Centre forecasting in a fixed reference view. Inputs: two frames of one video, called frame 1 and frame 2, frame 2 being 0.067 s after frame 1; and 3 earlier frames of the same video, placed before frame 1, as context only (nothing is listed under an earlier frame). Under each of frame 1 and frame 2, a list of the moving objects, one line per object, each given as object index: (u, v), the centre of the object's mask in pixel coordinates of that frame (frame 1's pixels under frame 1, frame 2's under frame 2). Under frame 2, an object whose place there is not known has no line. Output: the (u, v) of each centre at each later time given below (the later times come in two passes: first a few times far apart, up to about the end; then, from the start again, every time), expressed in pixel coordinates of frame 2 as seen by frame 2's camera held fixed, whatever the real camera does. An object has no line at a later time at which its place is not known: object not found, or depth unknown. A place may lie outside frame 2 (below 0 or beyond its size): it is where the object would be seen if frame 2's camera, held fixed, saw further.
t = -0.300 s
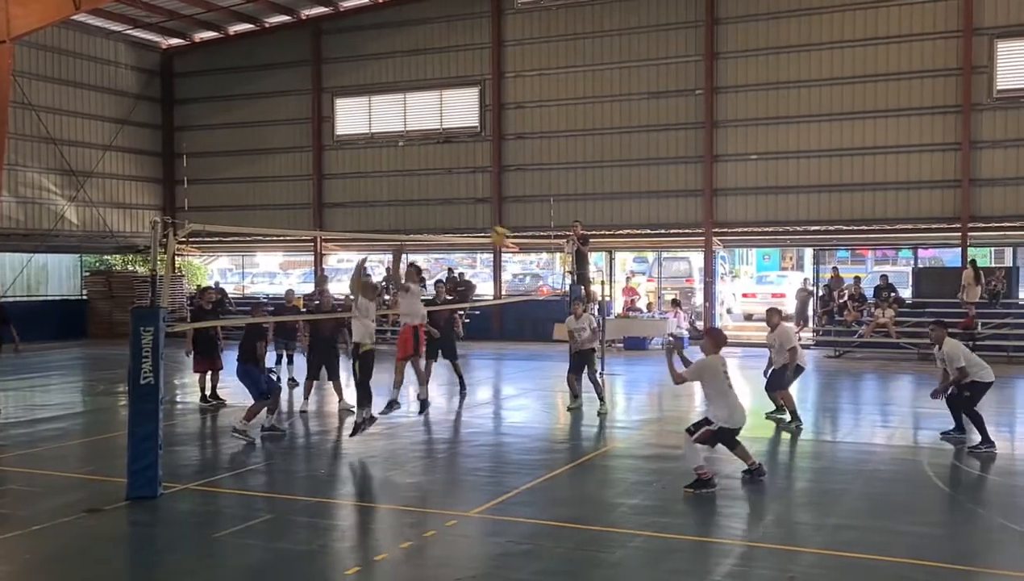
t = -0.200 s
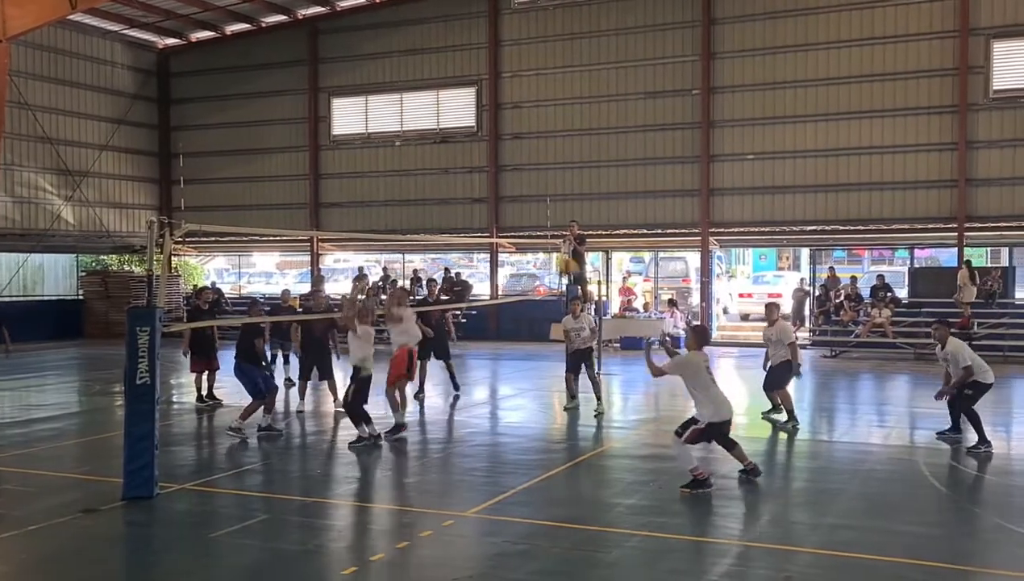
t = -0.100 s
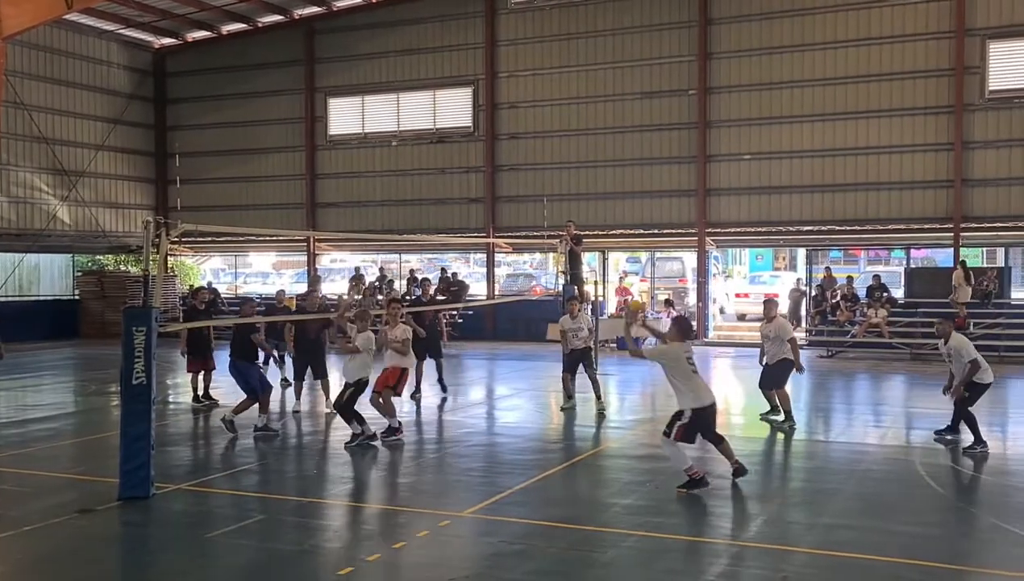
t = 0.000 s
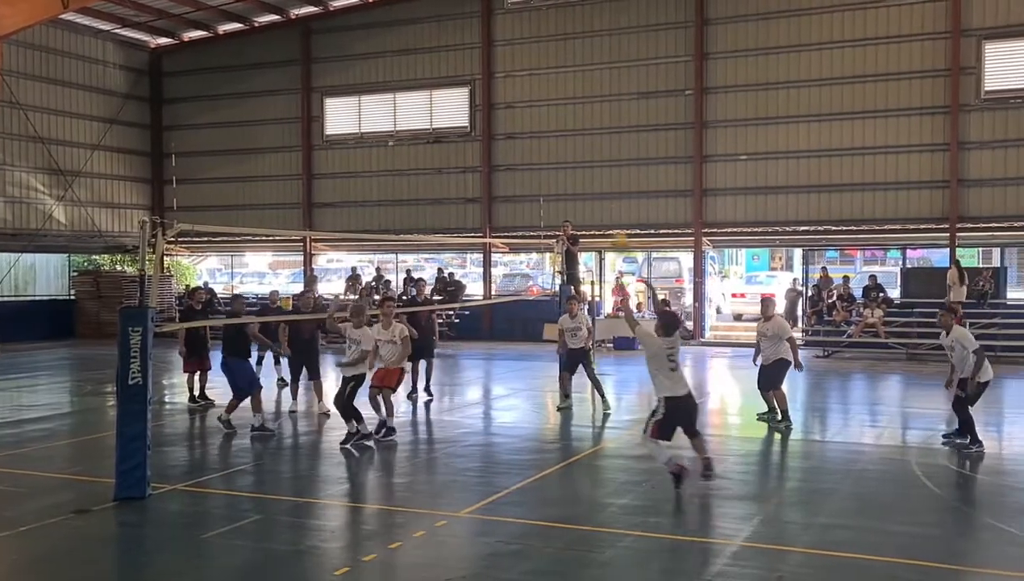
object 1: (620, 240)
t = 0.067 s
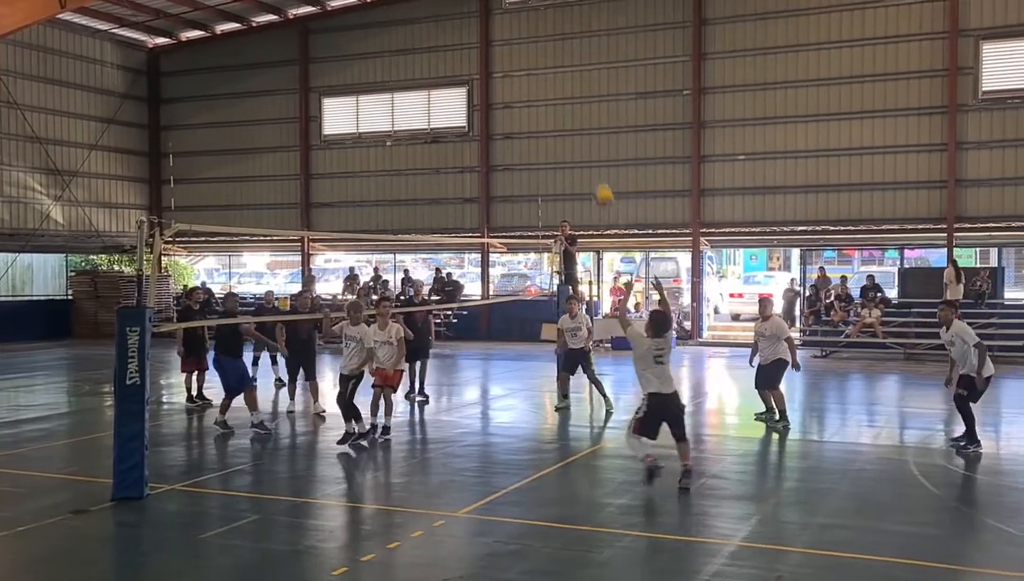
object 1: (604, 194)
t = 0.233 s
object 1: (569, 104)
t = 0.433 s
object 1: (531, 38)
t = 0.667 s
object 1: (489, 12)
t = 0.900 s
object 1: (450, 39)
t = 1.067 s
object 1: (425, 88)
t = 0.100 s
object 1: (596, 173)
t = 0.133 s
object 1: (589, 155)
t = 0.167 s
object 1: (583, 136)
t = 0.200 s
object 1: (576, 119)
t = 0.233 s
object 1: (569, 104)
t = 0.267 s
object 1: (564, 89)
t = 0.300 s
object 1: (557, 76)
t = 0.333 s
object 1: (551, 64)
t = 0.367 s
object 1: (544, 56)
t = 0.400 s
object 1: (537, 46)
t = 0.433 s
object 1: (531, 38)
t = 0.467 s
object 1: (525, 31)
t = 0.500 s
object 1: (519, 25)
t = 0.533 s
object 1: (513, 20)
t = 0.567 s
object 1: (507, 17)
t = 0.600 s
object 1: (501, 14)
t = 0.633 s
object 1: (495, 12)
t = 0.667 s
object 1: (489, 12)
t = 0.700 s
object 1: (484, 13)
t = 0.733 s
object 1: (478, 15)
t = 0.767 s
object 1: (472, 18)
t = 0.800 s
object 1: (466, 22)
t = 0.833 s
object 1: (461, 27)
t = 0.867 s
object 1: (455, 32)
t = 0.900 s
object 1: (450, 39)
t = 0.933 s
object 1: (445, 48)
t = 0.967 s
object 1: (440, 56)
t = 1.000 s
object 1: (434, 65)
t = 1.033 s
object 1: (431, 76)
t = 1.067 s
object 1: (425, 88)
